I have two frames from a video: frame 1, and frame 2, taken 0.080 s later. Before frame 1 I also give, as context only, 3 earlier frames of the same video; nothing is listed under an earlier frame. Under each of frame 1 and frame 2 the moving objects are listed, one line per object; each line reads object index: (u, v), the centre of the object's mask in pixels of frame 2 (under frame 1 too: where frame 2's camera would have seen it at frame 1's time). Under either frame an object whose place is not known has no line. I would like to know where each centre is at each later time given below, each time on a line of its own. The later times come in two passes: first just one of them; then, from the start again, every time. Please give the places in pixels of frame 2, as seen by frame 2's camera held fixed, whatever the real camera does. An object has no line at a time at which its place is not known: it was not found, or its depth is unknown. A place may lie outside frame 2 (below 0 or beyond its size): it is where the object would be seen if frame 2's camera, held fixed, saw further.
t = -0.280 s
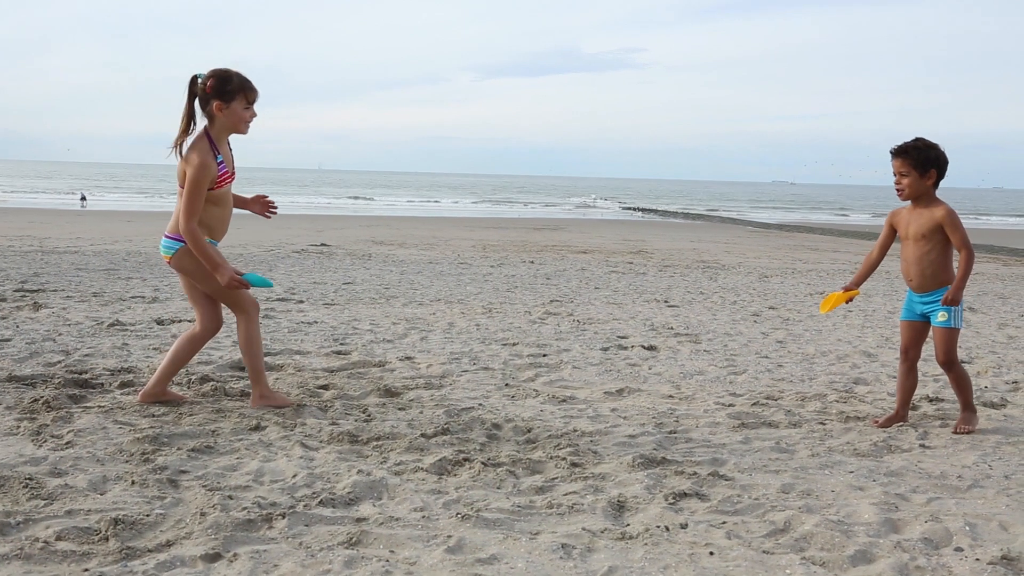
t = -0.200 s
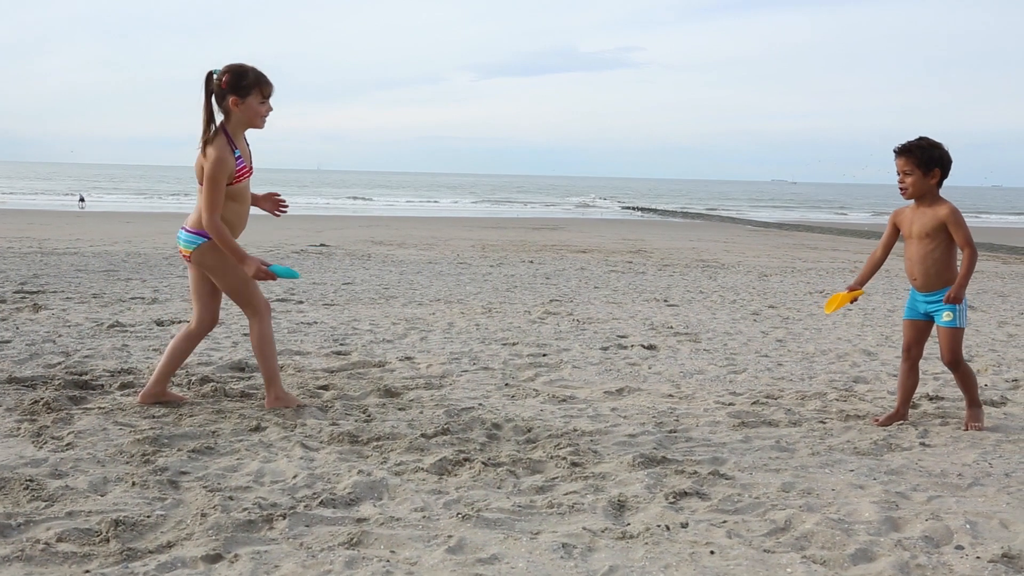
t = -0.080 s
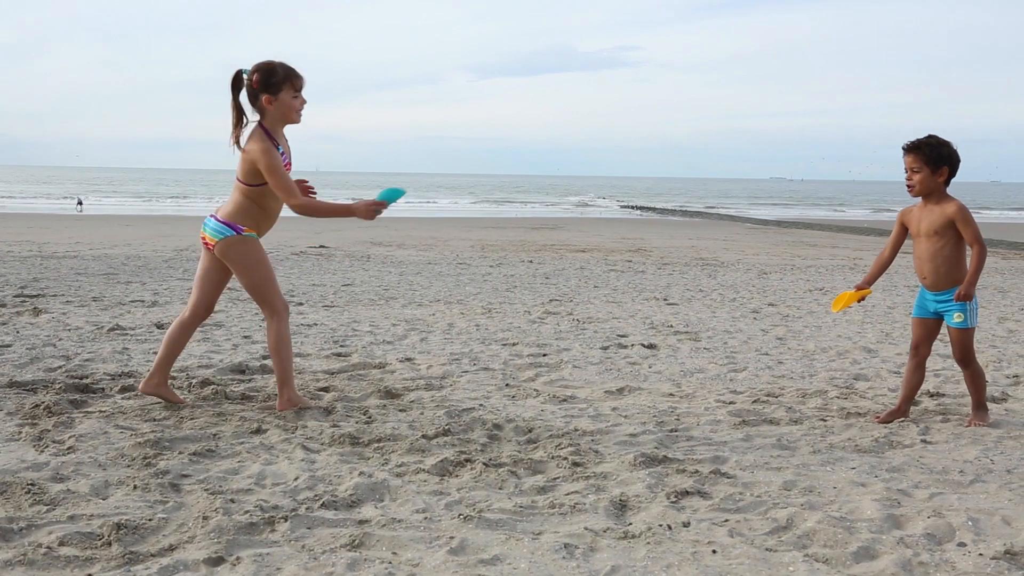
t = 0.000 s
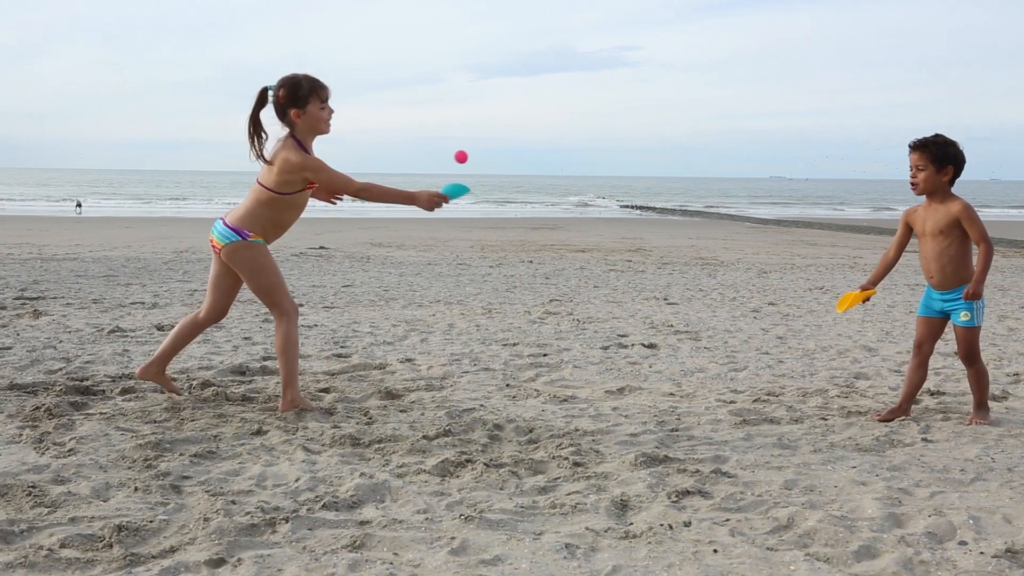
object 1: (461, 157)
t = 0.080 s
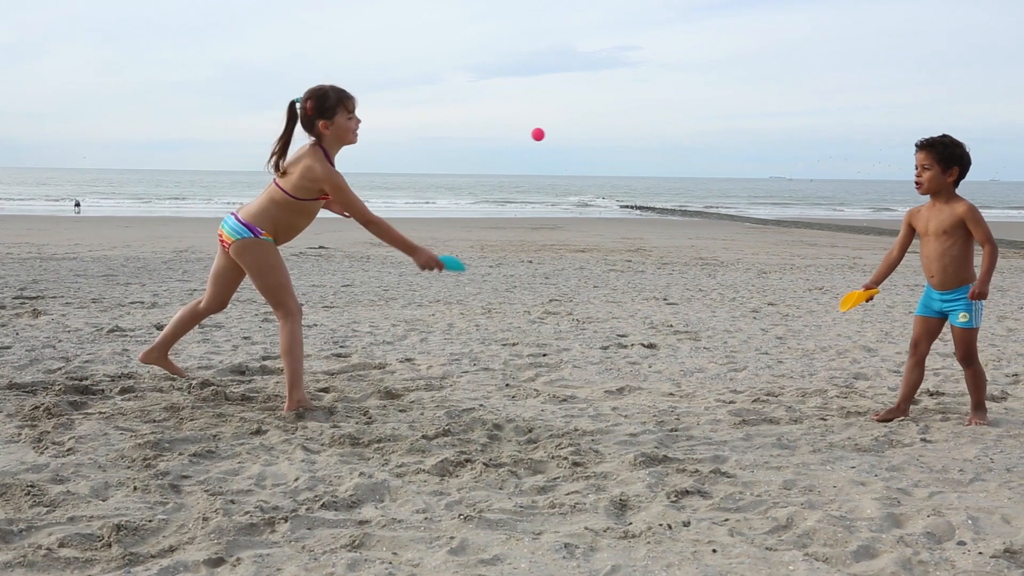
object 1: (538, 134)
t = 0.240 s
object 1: (688, 148)
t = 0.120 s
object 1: (576, 130)
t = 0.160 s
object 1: (614, 131)
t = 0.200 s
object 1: (651, 137)
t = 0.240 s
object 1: (688, 148)
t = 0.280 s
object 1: (724, 163)
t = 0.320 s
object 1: (760, 183)
